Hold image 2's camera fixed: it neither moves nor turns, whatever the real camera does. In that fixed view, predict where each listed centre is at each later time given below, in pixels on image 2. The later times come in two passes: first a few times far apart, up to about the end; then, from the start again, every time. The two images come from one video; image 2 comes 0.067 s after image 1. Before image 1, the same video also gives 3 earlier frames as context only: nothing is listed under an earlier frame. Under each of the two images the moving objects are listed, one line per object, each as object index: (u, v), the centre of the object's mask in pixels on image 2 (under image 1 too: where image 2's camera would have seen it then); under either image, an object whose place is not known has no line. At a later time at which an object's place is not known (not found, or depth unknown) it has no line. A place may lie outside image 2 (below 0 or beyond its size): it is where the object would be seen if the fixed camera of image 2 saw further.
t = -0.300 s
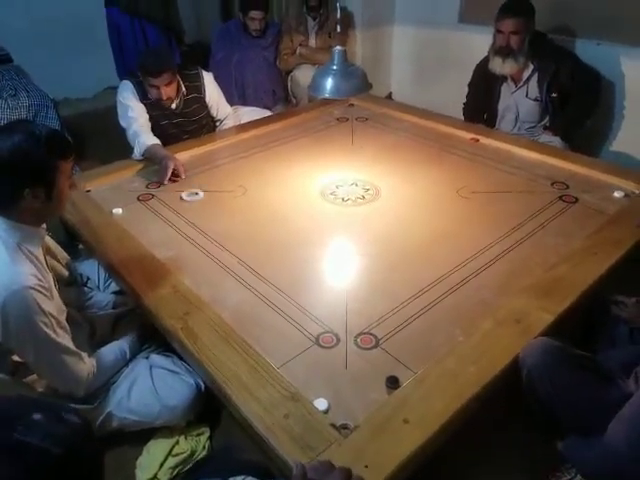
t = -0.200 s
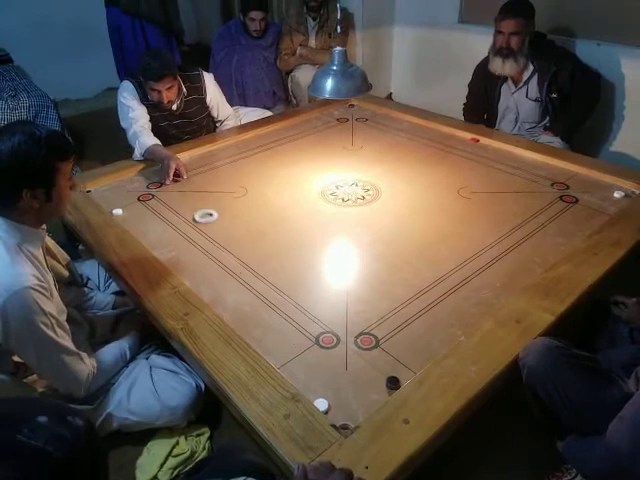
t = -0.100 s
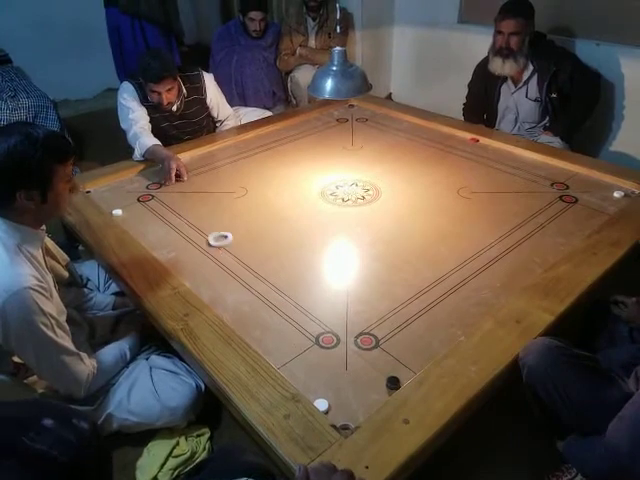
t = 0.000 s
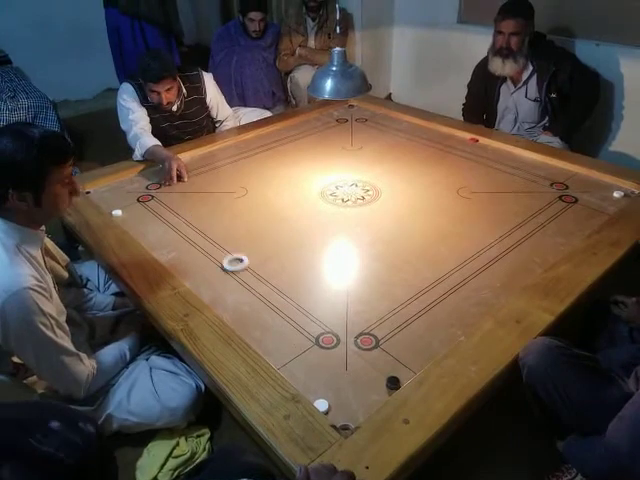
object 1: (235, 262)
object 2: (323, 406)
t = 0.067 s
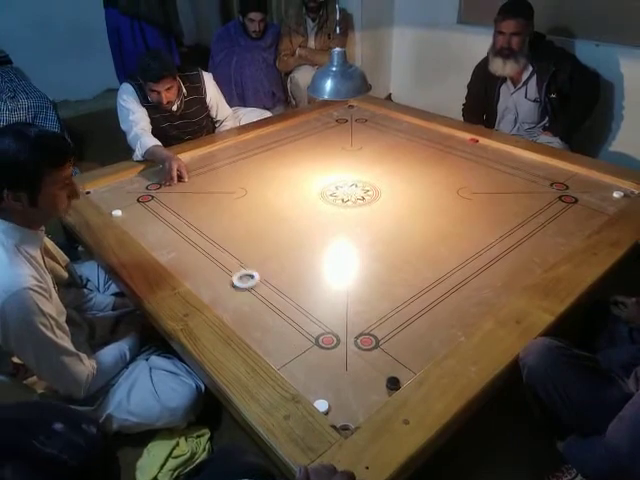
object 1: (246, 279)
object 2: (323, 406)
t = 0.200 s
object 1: (267, 314)
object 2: (321, 405)
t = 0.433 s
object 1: (306, 374)
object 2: (321, 405)
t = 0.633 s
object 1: (331, 400)
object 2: (352, 415)
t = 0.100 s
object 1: (250, 288)
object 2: (321, 405)
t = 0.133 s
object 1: (256, 296)
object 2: (321, 405)
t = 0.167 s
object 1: (262, 305)
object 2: (321, 405)
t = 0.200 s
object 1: (267, 314)
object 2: (321, 405)
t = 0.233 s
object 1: (272, 322)
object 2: (321, 405)
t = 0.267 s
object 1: (278, 330)
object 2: (321, 405)
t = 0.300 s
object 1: (284, 340)
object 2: (321, 405)
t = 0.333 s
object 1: (289, 348)
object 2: (321, 405)
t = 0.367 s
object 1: (295, 356)
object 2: (321, 405)
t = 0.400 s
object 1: (301, 366)
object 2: (321, 405)
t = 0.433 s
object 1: (306, 374)
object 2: (321, 405)
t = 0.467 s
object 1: (312, 382)
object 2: (321, 405)
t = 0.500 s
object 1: (317, 388)
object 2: (327, 409)
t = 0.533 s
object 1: (321, 392)
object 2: (335, 413)
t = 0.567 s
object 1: (325, 395)
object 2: (347, 418)
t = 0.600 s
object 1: (329, 399)
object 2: (353, 420)
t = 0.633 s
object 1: (331, 400)
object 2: (352, 415)
